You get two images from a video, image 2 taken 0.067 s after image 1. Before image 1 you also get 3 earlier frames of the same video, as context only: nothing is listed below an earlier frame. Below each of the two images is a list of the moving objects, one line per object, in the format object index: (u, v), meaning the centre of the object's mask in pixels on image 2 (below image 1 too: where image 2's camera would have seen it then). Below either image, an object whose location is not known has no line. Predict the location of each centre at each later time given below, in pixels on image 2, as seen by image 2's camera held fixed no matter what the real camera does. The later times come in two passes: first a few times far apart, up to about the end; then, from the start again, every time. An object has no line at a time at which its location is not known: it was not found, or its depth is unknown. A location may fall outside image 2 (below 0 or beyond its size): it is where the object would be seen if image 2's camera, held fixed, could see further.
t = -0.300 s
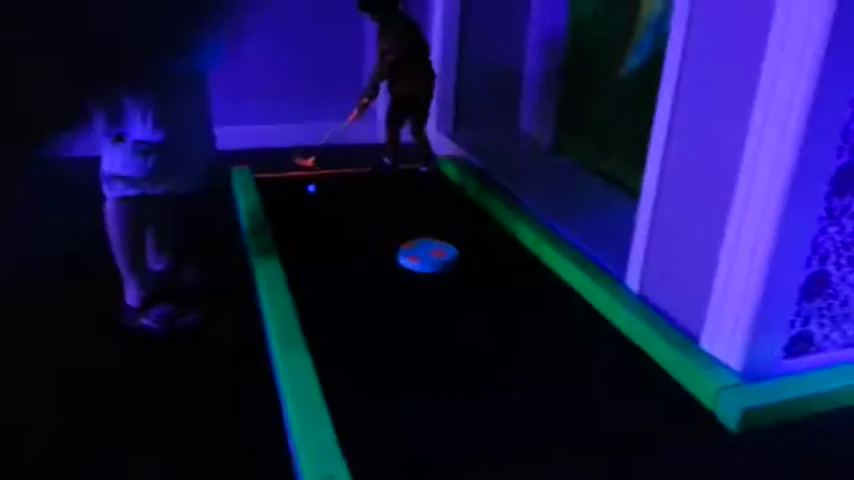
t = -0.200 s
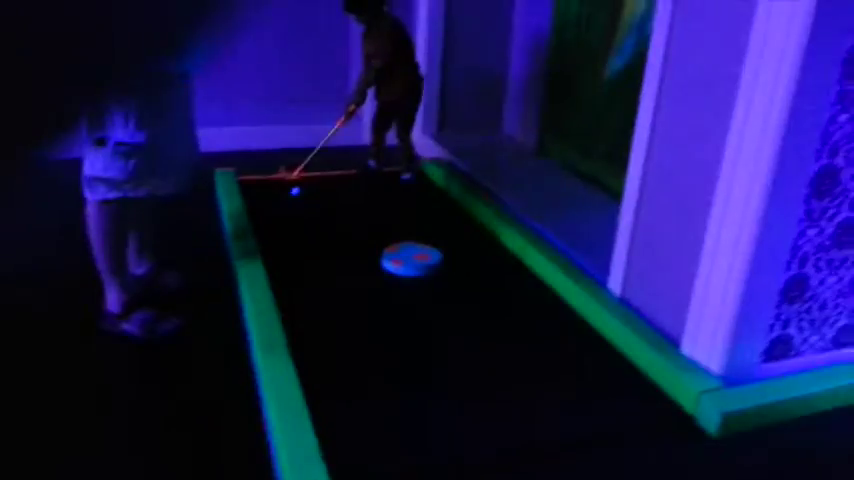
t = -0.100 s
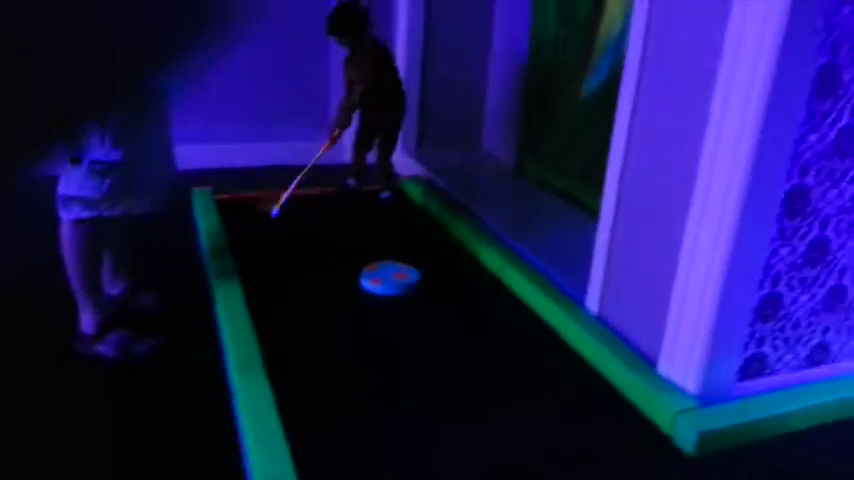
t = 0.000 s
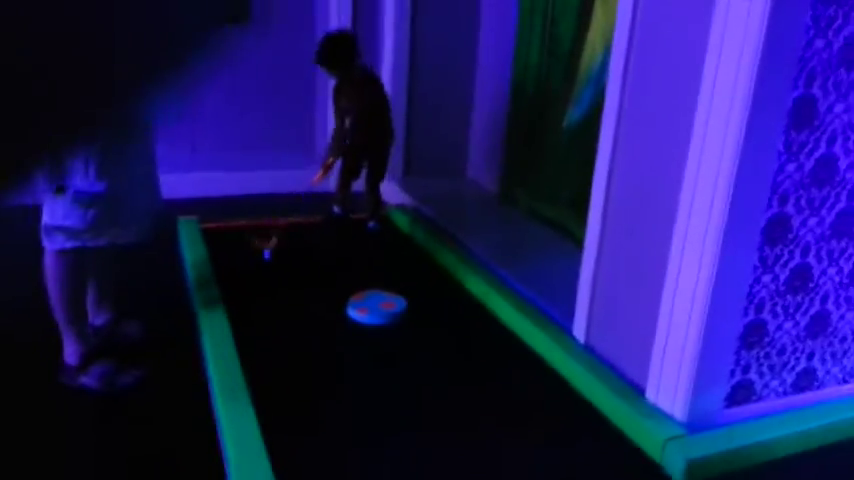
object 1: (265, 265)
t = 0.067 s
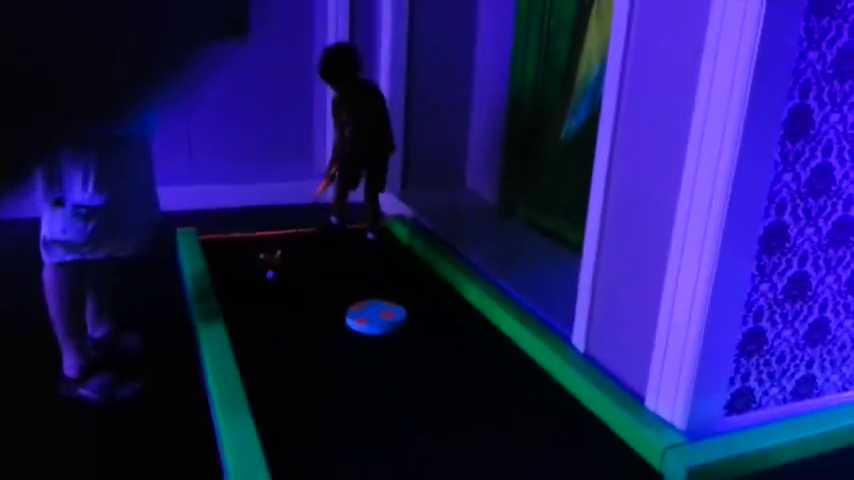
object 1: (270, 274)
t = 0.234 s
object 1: (280, 295)
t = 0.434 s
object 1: (295, 326)
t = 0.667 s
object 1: (313, 365)
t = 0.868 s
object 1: (331, 406)
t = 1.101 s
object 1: (357, 462)
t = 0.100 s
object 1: (272, 277)
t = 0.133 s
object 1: (274, 281)
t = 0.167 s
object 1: (276, 285)
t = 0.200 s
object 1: (278, 291)
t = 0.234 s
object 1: (280, 295)
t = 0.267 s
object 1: (282, 300)
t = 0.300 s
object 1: (285, 305)
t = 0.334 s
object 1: (287, 308)
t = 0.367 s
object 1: (289, 314)
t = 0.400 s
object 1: (292, 320)
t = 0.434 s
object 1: (295, 326)
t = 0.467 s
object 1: (297, 331)
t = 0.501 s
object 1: (300, 335)
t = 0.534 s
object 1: (302, 341)
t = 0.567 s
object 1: (305, 346)
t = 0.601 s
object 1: (307, 353)
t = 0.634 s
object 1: (310, 359)
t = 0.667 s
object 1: (313, 365)
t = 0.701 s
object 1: (316, 372)
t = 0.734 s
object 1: (319, 378)
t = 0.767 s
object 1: (322, 385)
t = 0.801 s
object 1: (325, 391)
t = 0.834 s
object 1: (328, 399)
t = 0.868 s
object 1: (331, 406)
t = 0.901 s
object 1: (334, 413)
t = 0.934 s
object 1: (338, 421)
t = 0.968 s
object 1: (341, 429)
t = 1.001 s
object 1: (345, 437)
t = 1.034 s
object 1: (350, 445)
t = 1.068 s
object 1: (353, 453)
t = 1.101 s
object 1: (357, 462)
